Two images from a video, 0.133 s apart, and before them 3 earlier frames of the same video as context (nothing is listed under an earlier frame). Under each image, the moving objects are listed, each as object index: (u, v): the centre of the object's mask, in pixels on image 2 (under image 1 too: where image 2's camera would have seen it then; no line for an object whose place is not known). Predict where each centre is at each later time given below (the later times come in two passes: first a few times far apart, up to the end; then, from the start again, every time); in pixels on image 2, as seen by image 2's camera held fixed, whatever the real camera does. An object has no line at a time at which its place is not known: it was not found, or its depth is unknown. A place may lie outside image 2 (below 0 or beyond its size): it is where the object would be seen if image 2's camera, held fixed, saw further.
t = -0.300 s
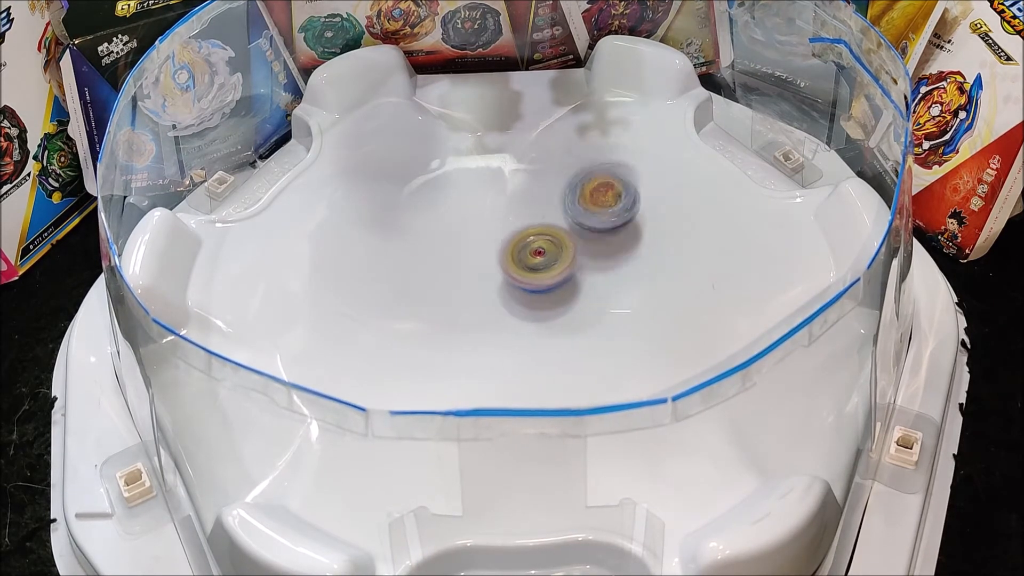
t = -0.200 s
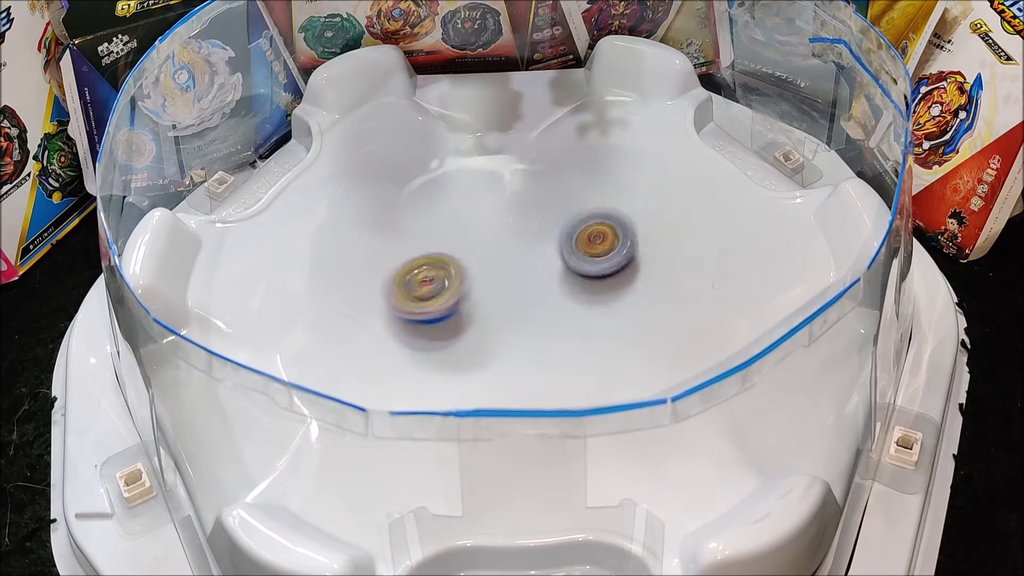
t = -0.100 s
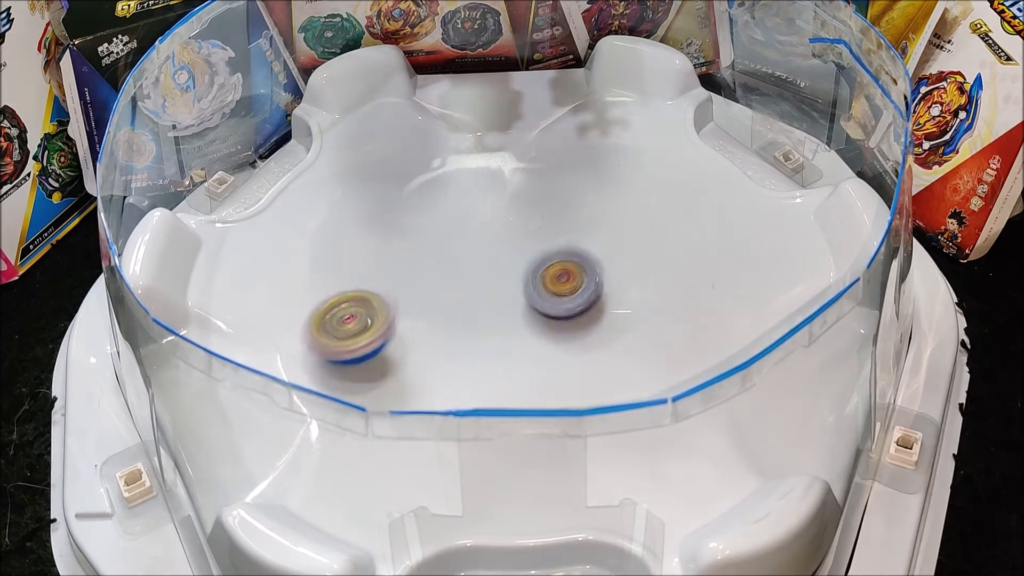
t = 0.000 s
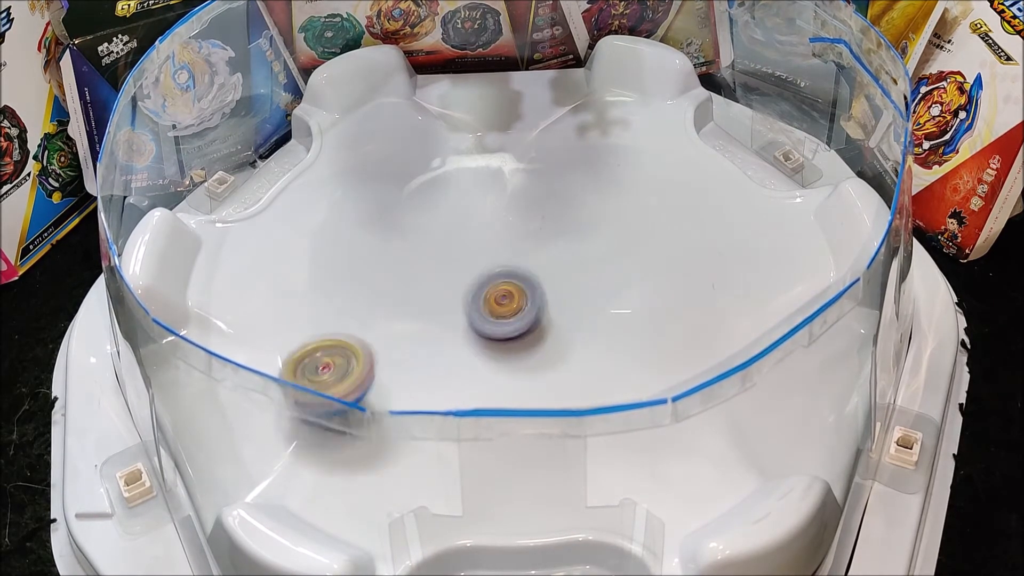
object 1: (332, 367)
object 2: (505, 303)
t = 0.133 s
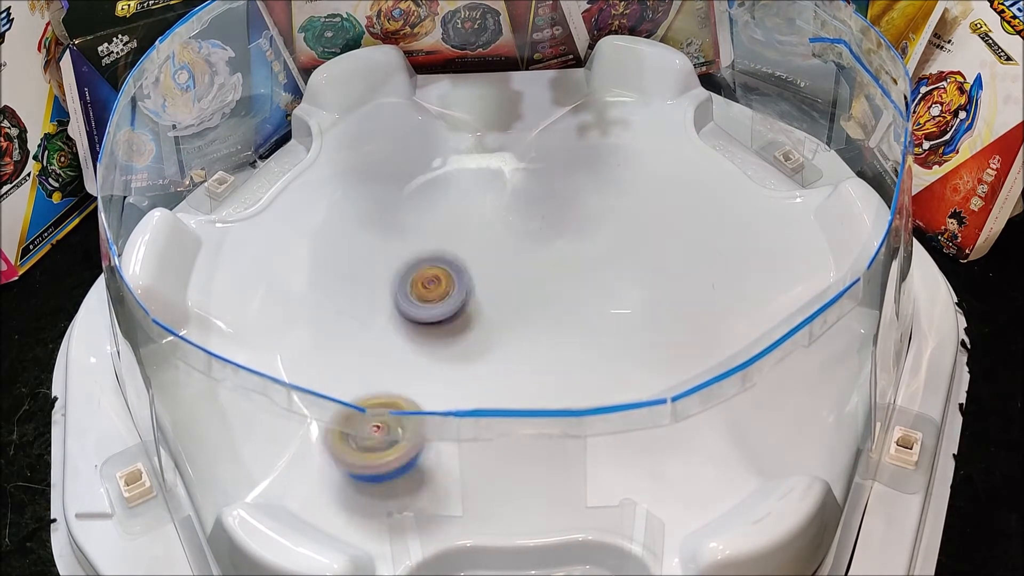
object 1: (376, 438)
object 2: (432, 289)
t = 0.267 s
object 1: (488, 474)
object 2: (401, 240)
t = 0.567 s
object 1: (661, 317)
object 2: (479, 146)
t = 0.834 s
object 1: (565, 218)
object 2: (485, 173)
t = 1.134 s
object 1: (534, 359)
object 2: (430, 170)
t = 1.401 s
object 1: (673, 356)
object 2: (471, 259)
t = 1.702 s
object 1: (618, 258)
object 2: (474, 354)
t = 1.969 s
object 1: (390, 250)
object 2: (446, 349)
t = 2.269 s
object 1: (338, 380)
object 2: (500, 326)
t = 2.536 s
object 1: (509, 397)
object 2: (570, 333)
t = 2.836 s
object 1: (575, 303)
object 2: (602, 240)
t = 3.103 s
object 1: (433, 302)
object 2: (615, 170)
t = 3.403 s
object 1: (455, 348)
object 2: (597, 164)
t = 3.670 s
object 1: (501, 279)
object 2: (536, 178)
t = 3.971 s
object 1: (463, 348)
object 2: (489, 136)
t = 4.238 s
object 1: (560, 356)
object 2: (467, 145)
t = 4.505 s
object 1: (563, 268)
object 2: (477, 248)
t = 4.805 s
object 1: (638, 206)
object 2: (240, 302)
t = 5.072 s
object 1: (557, 214)
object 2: (202, 414)
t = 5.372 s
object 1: (493, 301)
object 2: (302, 405)
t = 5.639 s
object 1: (495, 346)
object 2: (385, 326)
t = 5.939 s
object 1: (537, 311)
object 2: (481, 219)
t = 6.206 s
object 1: (504, 267)
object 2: (539, 191)
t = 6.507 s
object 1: (501, 290)
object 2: (543, 218)
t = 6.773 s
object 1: (498, 306)
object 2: (495, 226)
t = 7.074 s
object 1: (552, 348)
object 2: (505, 197)
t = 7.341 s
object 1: (571, 318)
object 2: (495, 259)
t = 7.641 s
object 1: (671, 364)
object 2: (322, 119)
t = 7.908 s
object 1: (614, 376)
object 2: (371, 156)
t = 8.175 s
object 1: (543, 331)
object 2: (470, 239)
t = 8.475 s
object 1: (520, 303)
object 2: (605, 262)
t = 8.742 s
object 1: (499, 255)
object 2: (591, 315)
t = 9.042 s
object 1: (481, 227)
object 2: (548, 335)
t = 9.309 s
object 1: (508, 249)
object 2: (493, 339)
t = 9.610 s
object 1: (554, 235)
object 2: (458, 351)
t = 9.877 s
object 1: (558, 263)
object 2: (477, 327)
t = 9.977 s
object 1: (556, 279)
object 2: (481, 316)
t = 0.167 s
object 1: (399, 452)
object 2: (418, 279)
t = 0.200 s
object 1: (428, 461)
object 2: (408, 267)
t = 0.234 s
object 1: (459, 471)
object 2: (403, 253)
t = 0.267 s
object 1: (488, 474)
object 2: (401, 240)
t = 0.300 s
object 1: (518, 472)
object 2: (401, 226)
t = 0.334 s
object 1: (546, 466)
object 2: (404, 211)
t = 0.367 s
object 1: (577, 457)
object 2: (409, 198)
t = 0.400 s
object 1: (608, 447)
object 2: (416, 185)
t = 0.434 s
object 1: (629, 420)
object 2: (425, 171)
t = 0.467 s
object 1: (644, 397)
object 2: (436, 161)
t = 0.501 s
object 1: (656, 375)
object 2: (449, 153)
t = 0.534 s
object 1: (662, 347)
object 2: (463, 148)
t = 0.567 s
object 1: (661, 317)
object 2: (479, 146)
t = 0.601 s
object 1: (652, 289)
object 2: (497, 147)
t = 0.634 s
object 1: (636, 262)
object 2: (514, 153)
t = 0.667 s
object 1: (616, 237)
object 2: (529, 163)
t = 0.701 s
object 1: (593, 215)
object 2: (538, 175)
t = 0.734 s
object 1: (593, 213)
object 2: (522, 169)
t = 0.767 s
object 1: (589, 212)
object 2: (508, 168)
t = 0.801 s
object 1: (579, 213)
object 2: (495, 169)
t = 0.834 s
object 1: (565, 218)
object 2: (485, 173)
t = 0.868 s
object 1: (549, 223)
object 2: (478, 177)
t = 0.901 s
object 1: (528, 230)
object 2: (473, 184)
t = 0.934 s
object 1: (517, 246)
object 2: (463, 181)
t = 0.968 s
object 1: (512, 269)
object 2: (452, 178)
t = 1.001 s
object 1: (511, 291)
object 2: (442, 175)
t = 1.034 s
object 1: (511, 311)
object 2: (436, 172)
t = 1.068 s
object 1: (515, 328)
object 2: (432, 170)
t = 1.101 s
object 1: (523, 345)
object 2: (430, 170)
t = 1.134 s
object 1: (534, 359)
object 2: (430, 170)
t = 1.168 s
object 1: (548, 369)
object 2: (433, 174)
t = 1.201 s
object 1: (566, 374)
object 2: (437, 180)
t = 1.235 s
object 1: (584, 376)
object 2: (443, 188)
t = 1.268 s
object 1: (604, 375)
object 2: (450, 200)
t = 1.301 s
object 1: (623, 374)
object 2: (457, 213)
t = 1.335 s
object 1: (642, 369)
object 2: (463, 228)
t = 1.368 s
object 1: (659, 363)
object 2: (468, 242)
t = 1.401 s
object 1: (673, 356)
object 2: (471, 259)
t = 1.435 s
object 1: (686, 347)
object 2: (474, 274)
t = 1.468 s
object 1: (694, 338)
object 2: (477, 289)
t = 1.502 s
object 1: (698, 327)
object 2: (478, 302)
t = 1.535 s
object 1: (698, 314)
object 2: (480, 315)
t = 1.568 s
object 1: (692, 302)
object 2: (480, 326)
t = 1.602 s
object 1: (683, 290)
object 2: (480, 336)
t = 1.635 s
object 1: (667, 278)
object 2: (479, 344)
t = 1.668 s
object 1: (645, 268)
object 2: (477, 349)
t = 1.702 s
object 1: (618, 258)
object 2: (474, 354)
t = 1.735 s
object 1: (589, 251)
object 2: (470, 358)
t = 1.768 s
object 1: (557, 243)
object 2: (466, 360)
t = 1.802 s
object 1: (524, 239)
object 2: (462, 361)
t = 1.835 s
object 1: (494, 236)
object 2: (457, 360)
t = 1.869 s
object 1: (464, 235)
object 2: (453, 359)
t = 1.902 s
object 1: (436, 238)
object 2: (450, 356)
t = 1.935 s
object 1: (411, 242)
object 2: (447, 353)
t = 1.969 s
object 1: (390, 250)
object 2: (446, 349)
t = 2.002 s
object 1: (372, 259)
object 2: (445, 345)
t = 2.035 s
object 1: (359, 270)
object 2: (446, 341)
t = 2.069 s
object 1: (348, 282)
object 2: (448, 337)
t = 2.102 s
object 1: (340, 296)
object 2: (453, 334)
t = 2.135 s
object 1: (333, 312)
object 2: (459, 331)
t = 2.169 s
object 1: (329, 329)
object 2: (468, 329)
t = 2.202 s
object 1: (328, 347)
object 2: (477, 327)
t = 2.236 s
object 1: (332, 361)
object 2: (488, 327)
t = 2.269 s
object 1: (338, 380)
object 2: (500, 326)
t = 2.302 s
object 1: (347, 392)
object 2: (510, 326)
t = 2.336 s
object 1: (362, 403)
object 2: (522, 326)
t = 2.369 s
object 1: (380, 410)
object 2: (532, 326)
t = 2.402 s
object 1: (402, 414)
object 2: (542, 328)
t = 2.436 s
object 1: (423, 415)
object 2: (550, 329)
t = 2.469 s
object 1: (451, 413)
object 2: (557, 330)
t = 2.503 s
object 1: (480, 406)
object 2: (564, 331)
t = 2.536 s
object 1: (509, 397)
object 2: (570, 333)
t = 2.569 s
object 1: (535, 390)
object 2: (578, 331)
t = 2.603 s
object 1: (551, 390)
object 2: (588, 314)
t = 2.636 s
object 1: (563, 378)
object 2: (596, 297)
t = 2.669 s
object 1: (575, 373)
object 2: (601, 281)
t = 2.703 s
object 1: (582, 366)
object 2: (604, 267)
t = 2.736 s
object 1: (585, 350)
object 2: (605, 256)
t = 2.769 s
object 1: (587, 335)
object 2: (604, 249)
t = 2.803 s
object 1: (582, 318)
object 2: (603, 243)
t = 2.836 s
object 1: (575, 303)
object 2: (602, 240)
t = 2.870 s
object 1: (557, 296)
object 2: (602, 228)
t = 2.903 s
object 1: (539, 294)
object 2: (605, 212)
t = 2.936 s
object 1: (518, 294)
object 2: (607, 200)
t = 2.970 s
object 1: (497, 292)
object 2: (609, 191)
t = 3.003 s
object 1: (479, 293)
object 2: (610, 183)
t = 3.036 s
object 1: (460, 294)
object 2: (612, 178)
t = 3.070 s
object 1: (445, 297)
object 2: (613, 174)
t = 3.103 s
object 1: (433, 302)
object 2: (615, 170)
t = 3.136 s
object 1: (422, 306)
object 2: (615, 168)
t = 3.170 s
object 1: (419, 313)
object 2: (616, 167)
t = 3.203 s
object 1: (416, 321)
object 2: (615, 166)
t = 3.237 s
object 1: (415, 330)
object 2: (614, 165)
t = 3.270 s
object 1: (421, 339)
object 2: (612, 164)
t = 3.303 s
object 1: (425, 345)
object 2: (610, 164)
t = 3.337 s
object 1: (433, 347)
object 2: (605, 165)
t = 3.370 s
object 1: (446, 349)
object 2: (603, 164)
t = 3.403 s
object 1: (455, 348)
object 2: (597, 164)
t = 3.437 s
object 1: (466, 343)
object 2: (593, 164)
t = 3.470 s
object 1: (478, 341)
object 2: (586, 165)
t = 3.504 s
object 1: (484, 335)
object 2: (581, 165)
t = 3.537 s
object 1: (488, 324)
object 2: (573, 166)
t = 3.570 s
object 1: (495, 314)
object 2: (564, 168)
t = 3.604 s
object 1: (497, 303)
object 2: (555, 171)
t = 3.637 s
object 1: (498, 290)
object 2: (544, 175)
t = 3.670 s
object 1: (501, 279)
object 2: (536, 178)
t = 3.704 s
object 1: (499, 271)
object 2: (525, 184)
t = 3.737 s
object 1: (496, 261)
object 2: (515, 191)
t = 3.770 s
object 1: (488, 257)
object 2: (507, 193)
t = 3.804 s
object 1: (475, 278)
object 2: (506, 175)
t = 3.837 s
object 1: (463, 298)
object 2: (506, 162)
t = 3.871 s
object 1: (455, 310)
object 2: (502, 153)
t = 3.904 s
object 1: (452, 324)
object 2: (497, 146)
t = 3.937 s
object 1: (456, 336)
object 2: (494, 141)
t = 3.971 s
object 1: (463, 348)
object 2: (489, 136)
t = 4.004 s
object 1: (470, 356)
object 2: (484, 132)
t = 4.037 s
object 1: (480, 361)
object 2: (481, 130)
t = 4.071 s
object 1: (490, 365)
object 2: (478, 129)
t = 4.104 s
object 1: (504, 368)
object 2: (473, 128)
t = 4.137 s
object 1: (519, 368)
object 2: (471, 130)
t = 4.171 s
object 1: (533, 367)
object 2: (469, 134)
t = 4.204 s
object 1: (547, 363)
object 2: (467, 139)
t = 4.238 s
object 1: (560, 356)
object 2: (467, 145)
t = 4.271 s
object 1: (570, 347)
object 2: (467, 153)
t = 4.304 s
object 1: (578, 336)
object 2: (466, 163)
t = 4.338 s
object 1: (584, 324)
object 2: (468, 178)
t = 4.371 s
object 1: (584, 312)
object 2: (471, 191)
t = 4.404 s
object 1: (582, 300)
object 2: (473, 204)
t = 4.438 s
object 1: (579, 288)
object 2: (474, 220)
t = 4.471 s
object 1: (571, 277)
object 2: (476, 235)
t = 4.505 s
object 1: (563, 268)
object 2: (477, 248)
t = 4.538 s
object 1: (565, 260)
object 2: (466, 263)
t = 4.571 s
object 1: (592, 251)
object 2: (419, 272)
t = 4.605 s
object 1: (613, 243)
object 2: (376, 279)
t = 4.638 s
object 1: (627, 235)
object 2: (340, 284)
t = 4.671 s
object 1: (634, 229)
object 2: (308, 289)
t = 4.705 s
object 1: (638, 221)
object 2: (285, 293)
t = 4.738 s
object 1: (639, 215)
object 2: (265, 296)
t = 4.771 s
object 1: (640, 210)
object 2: (252, 299)
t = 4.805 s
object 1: (638, 206)
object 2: (240, 302)
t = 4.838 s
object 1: (634, 203)
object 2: (228, 309)
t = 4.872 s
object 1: (626, 201)
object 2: (226, 321)
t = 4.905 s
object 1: (617, 198)
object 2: (220, 342)
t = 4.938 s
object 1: (606, 195)
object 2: (215, 356)
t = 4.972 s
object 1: (595, 195)
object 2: (209, 371)
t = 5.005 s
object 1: (585, 197)
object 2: (203, 384)
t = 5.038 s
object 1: (569, 207)
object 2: (197, 406)
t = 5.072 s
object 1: (557, 214)
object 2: (202, 414)
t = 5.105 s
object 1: (546, 224)
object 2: (213, 419)
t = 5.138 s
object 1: (535, 235)
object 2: (225, 427)
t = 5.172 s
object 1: (526, 246)
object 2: (236, 435)
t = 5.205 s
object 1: (518, 256)
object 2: (246, 446)
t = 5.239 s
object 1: (511, 267)
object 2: (257, 456)
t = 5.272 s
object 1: (506, 276)
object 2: (264, 440)
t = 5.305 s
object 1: (501, 285)
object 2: (278, 431)
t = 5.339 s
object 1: (496, 293)
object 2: (291, 416)
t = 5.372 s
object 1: (493, 301)
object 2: (302, 405)
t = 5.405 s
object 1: (490, 308)
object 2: (315, 396)
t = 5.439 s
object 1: (488, 314)
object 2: (327, 390)
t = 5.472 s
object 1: (487, 320)
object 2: (339, 378)
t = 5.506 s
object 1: (485, 326)
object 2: (353, 369)
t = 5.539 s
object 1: (483, 331)
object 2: (366, 361)
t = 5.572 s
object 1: (481, 336)
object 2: (379, 351)
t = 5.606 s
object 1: (482, 342)
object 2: (389, 341)
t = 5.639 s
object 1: (495, 346)
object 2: (385, 326)
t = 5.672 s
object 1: (508, 347)
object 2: (386, 312)
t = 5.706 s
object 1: (518, 345)
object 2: (392, 298)
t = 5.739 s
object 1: (527, 342)
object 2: (401, 284)
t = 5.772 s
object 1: (533, 339)
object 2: (413, 272)
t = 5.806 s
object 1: (536, 335)
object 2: (427, 259)
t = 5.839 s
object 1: (538, 330)
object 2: (441, 247)
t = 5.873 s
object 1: (539, 324)
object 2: (455, 237)
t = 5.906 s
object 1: (539, 318)
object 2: (468, 228)
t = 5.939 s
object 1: (537, 311)
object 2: (481, 219)
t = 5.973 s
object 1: (534, 305)
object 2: (494, 212)
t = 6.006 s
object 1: (531, 298)
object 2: (503, 207)
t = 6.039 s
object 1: (526, 292)
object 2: (511, 203)
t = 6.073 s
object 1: (521, 285)
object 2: (518, 198)
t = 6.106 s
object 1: (516, 280)
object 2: (526, 195)
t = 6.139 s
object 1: (511, 274)
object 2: (531, 193)
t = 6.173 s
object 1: (507, 270)
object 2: (535, 192)
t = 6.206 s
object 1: (504, 267)
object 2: (539, 191)
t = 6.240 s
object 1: (501, 264)
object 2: (544, 191)
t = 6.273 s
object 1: (499, 263)
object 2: (546, 192)
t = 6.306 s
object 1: (498, 264)
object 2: (547, 194)
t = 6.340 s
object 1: (497, 266)
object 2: (548, 196)
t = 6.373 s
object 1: (498, 269)
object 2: (550, 199)
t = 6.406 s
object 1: (498, 273)
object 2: (550, 203)
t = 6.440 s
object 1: (500, 278)
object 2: (546, 208)
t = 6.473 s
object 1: (501, 284)
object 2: (545, 213)
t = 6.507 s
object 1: (501, 290)
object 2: (543, 218)
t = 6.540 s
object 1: (500, 294)
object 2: (537, 226)
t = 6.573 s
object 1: (498, 296)
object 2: (529, 232)
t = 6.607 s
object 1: (494, 298)
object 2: (523, 236)
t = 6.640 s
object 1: (487, 297)
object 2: (519, 234)
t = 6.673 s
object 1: (484, 299)
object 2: (512, 234)
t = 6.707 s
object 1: (486, 298)
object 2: (507, 234)
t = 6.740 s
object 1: (491, 297)
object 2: (501, 233)
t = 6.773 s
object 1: (498, 306)
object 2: (495, 226)
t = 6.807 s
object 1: (506, 312)
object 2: (493, 216)
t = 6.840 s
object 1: (511, 319)
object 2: (491, 210)
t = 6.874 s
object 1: (516, 325)
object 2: (490, 203)
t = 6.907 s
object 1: (522, 330)
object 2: (492, 199)
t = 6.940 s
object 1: (527, 334)
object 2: (492, 194)
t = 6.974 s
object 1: (531, 339)
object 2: (494, 192)
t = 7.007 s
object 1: (538, 343)
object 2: (498, 192)
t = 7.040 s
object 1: (545, 346)
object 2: (500, 193)
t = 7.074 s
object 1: (552, 348)
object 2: (505, 197)
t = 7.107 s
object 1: (559, 349)
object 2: (507, 204)
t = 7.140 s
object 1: (567, 346)
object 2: (509, 212)
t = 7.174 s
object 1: (572, 342)
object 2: (513, 221)
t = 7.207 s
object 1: (574, 336)
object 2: (511, 230)
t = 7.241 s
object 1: (575, 329)
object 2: (512, 239)
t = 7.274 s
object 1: (572, 321)
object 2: (513, 250)
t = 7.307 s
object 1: (566, 314)
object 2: (510, 257)
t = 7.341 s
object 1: (571, 318)
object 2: (495, 259)
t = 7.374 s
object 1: (595, 331)
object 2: (459, 232)
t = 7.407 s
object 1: (620, 341)
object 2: (424, 204)
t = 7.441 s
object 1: (641, 353)
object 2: (394, 182)
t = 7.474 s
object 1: (654, 356)
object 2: (372, 163)
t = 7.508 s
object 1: (661, 360)
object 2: (352, 147)
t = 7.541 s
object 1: (667, 361)
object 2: (337, 136)
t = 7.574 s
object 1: (670, 362)
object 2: (326, 128)
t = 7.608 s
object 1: (672, 363)
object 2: (320, 122)
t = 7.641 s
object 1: (671, 364)
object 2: (322, 119)
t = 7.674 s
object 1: (671, 365)
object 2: (327, 119)
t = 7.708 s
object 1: (668, 368)
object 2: (335, 120)
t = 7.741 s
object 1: (664, 370)
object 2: (341, 122)
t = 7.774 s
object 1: (656, 372)
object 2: (348, 127)
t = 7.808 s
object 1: (649, 374)
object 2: (355, 133)
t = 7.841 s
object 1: (638, 376)
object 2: (361, 140)
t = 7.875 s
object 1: (628, 375)
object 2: (367, 148)
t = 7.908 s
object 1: (614, 376)
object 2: (371, 156)
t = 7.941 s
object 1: (604, 374)
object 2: (378, 165)
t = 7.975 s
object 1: (593, 372)
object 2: (387, 174)
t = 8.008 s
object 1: (583, 367)
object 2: (396, 184)
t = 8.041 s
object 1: (574, 361)
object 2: (408, 195)
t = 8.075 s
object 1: (565, 354)
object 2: (419, 204)
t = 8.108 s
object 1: (557, 346)
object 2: (433, 215)
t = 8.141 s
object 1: (548, 338)
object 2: (451, 227)
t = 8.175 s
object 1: (543, 331)
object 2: (470, 239)
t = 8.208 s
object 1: (536, 322)
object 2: (494, 253)
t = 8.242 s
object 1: (533, 317)
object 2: (514, 259)
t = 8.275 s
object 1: (530, 323)
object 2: (532, 253)
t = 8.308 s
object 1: (528, 327)
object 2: (550, 247)
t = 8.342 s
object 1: (525, 326)
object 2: (568, 248)
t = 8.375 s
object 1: (525, 321)
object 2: (582, 247)
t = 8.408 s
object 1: (523, 316)
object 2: (594, 251)
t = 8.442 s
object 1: (520, 310)
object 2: (601, 254)
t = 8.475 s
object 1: (520, 303)
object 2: (605, 262)
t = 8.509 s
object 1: (517, 296)
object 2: (605, 269)
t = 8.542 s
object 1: (514, 290)
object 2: (605, 280)
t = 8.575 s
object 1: (514, 284)
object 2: (602, 289)
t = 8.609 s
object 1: (509, 277)
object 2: (598, 296)
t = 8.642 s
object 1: (507, 272)
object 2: (595, 302)
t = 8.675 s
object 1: (505, 267)
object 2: (593, 307)
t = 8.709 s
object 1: (501, 260)
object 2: (591, 311)
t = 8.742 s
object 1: (499, 255)
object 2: (591, 315)
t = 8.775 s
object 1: (497, 251)
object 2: (589, 319)
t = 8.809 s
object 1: (494, 244)
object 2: (589, 323)
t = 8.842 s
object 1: (492, 239)
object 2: (586, 327)
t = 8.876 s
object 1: (489, 236)
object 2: (582, 331)
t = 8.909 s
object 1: (489, 231)
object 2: (577, 333)
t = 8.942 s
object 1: (486, 228)
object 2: (570, 335)
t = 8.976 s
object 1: (484, 227)
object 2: (563, 336)
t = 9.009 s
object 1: (483, 225)
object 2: (555, 336)
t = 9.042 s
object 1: (481, 227)
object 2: (548, 335)
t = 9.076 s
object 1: (480, 230)
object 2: (541, 334)
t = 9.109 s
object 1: (482, 232)
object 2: (534, 333)
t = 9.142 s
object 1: (481, 236)
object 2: (527, 331)
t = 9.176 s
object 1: (484, 243)
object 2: (521, 330)
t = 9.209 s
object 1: (489, 248)
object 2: (513, 328)
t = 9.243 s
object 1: (493, 254)
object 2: (507, 326)
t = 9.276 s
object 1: (500, 255)
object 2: (500, 330)
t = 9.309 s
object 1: (508, 249)
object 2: (493, 339)
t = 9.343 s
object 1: (515, 245)
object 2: (487, 347)
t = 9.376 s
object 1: (519, 244)
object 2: (483, 349)
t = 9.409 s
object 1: (524, 240)
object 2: (479, 350)
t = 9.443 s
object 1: (530, 239)
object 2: (475, 349)
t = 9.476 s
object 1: (535, 237)
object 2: (470, 349)
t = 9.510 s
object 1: (541, 236)
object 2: (466, 349)
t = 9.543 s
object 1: (545, 235)
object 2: (462, 349)
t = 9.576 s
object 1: (549, 234)
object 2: (460, 350)
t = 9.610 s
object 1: (554, 235)
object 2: (458, 351)
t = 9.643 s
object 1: (557, 237)
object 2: (457, 351)
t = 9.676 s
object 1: (559, 239)
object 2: (457, 350)
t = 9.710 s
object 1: (561, 242)
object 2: (459, 348)
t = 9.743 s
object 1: (562, 245)
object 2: (462, 344)
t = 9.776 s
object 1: (562, 248)
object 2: (466, 340)
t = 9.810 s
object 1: (561, 252)
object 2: (471, 336)
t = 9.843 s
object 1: (559, 257)
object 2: (475, 332)
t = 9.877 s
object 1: (558, 263)
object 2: (477, 327)
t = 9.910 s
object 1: (557, 268)
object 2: (480, 323)
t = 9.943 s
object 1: (555, 273)
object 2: (483, 318)
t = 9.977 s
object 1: (556, 279)
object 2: (481, 316)
